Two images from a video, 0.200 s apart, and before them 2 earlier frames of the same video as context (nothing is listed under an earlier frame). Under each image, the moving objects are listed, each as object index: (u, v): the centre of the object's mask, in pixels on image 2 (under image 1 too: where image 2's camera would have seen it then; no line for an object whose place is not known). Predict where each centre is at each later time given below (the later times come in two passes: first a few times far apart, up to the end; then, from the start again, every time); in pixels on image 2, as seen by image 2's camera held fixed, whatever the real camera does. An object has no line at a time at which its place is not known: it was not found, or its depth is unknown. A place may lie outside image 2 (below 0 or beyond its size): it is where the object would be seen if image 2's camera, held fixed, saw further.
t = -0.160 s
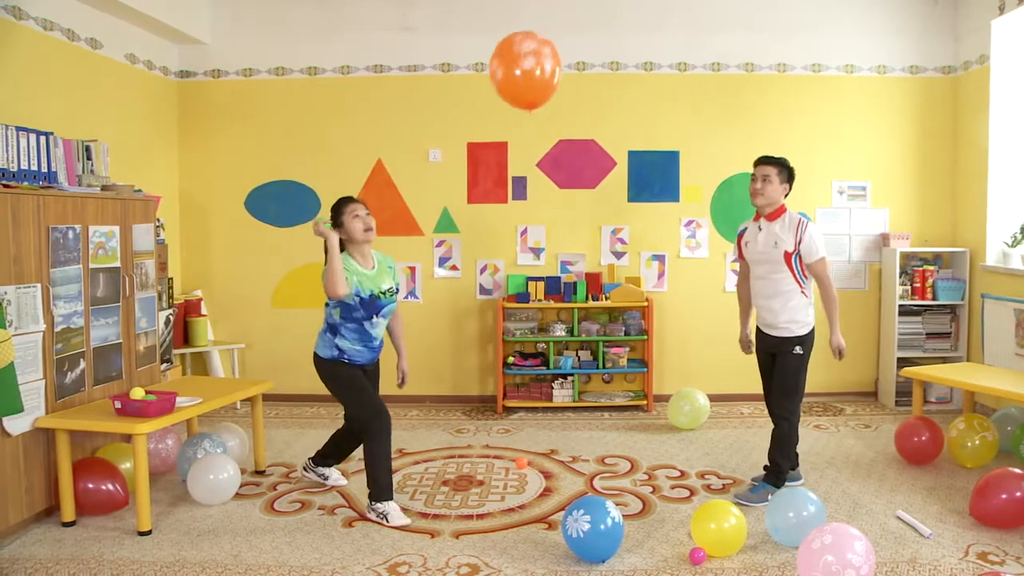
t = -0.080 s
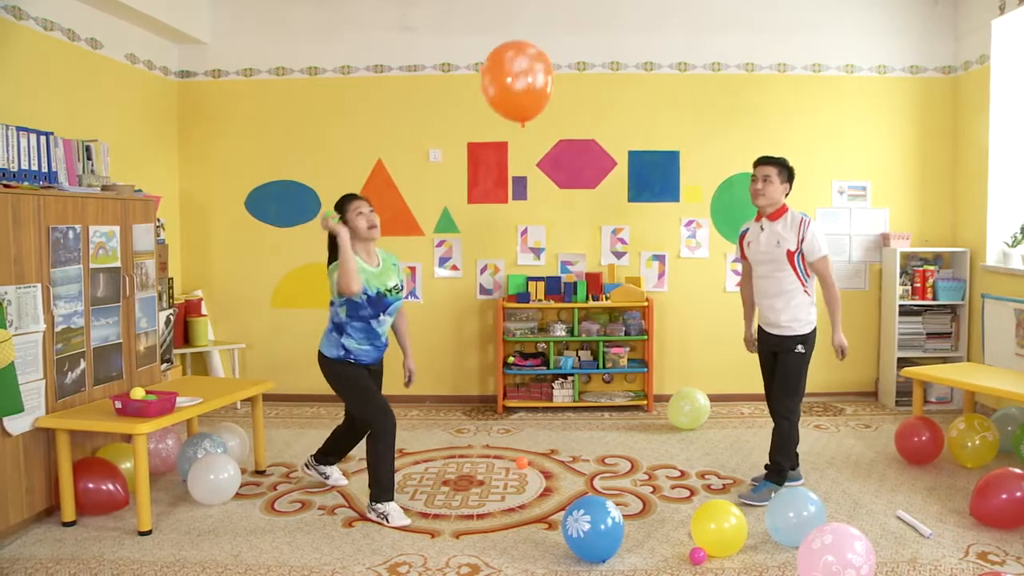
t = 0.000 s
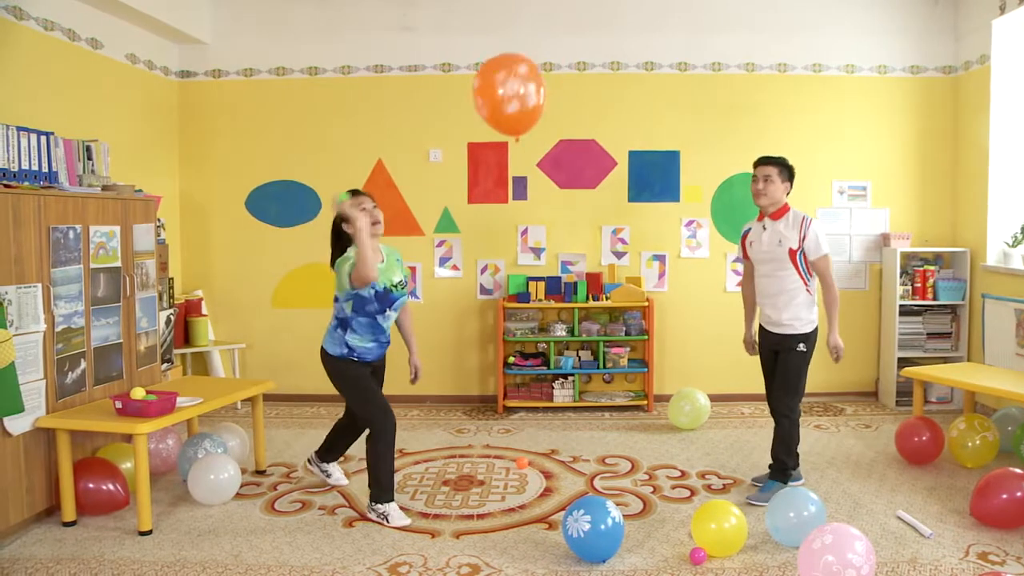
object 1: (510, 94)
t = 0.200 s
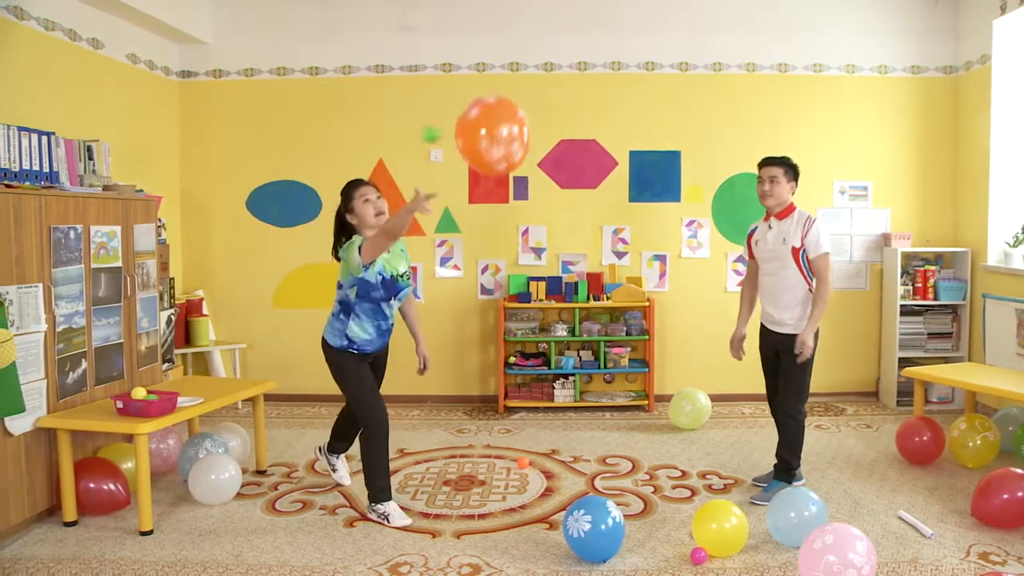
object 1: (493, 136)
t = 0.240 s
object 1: (492, 145)
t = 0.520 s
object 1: (566, 235)
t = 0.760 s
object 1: (624, 313)
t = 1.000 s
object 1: (661, 386)
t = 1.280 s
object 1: (686, 474)
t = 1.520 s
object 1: (694, 547)
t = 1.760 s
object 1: (702, 533)
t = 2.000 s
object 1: (714, 491)
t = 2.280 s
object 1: (731, 472)
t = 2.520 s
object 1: (745, 480)
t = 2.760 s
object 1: (758, 506)
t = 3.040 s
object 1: (769, 549)
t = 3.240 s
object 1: (774, 547)
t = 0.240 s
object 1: (492, 145)
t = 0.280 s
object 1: (502, 157)
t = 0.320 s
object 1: (512, 170)
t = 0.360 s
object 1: (523, 183)
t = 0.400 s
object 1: (534, 195)
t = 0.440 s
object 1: (545, 208)
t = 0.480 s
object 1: (556, 222)
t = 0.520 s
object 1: (566, 235)
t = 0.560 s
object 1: (577, 249)
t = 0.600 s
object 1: (587, 262)
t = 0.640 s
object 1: (596, 275)
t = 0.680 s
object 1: (606, 288)
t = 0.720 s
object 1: (616, 302)
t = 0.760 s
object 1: (624, 313)
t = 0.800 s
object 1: (631, 326)
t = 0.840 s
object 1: (638, 338)
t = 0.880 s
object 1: (645, 349)
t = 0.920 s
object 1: (651, 363)
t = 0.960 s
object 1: (656, 374)
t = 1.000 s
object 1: (661, 386)
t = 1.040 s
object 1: (666, 399)
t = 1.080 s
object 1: (671, 412)
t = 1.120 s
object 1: (675, 424)
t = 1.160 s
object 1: (677, 437)
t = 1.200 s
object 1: (681, 449)
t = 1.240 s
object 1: (684, 462)
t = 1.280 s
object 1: (686, 474)
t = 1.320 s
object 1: (687, 487)
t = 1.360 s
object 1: (690, 500)
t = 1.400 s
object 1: (691, 512)
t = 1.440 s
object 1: (692, 525)
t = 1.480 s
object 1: (693, 537)
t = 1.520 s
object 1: (694, 547)
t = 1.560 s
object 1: (694, 553)
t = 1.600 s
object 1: (695, 558)
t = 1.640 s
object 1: (696, 553)
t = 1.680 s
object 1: (698, 548)
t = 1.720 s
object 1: (700, 541)
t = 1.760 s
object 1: (702, 533)
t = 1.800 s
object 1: (704, 524)
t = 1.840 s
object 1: (705, 516)
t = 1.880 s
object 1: (708, 509)
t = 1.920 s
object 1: (709, 502)
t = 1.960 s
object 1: (711, 497)
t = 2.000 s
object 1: (714, 491)
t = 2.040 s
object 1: (716, 487)
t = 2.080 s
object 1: (718, 483)
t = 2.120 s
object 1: (721, 479)
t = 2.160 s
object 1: (723, 477)
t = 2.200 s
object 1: (726, 475)
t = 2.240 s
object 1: (728, 473)
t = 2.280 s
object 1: (731, 472)
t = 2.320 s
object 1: (733, 472)
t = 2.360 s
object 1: (736, 473)
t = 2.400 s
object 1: (738, 474)
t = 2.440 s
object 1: (740, 475)
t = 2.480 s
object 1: (743, 477)
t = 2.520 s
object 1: (745, 480)
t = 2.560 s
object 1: (747, 482)
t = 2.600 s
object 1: (750, 486)
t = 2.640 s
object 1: (752, 491)
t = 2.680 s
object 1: (753, 495)
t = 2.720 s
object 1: (756, 501)
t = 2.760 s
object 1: (758, 506)
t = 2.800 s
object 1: (760, 512)
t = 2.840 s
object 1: (761, 518)
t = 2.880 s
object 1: (763, 525)
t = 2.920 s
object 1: (764, 533)
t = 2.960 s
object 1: (765, 540)
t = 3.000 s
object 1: (767, 545)
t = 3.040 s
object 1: (769, 549)
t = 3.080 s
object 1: (769, 553)
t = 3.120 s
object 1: (771, 555)
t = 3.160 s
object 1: (772, 552)
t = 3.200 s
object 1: (773, 549)
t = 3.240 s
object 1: (774, 547)
